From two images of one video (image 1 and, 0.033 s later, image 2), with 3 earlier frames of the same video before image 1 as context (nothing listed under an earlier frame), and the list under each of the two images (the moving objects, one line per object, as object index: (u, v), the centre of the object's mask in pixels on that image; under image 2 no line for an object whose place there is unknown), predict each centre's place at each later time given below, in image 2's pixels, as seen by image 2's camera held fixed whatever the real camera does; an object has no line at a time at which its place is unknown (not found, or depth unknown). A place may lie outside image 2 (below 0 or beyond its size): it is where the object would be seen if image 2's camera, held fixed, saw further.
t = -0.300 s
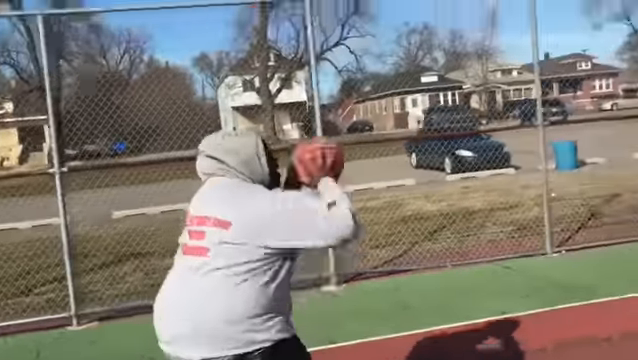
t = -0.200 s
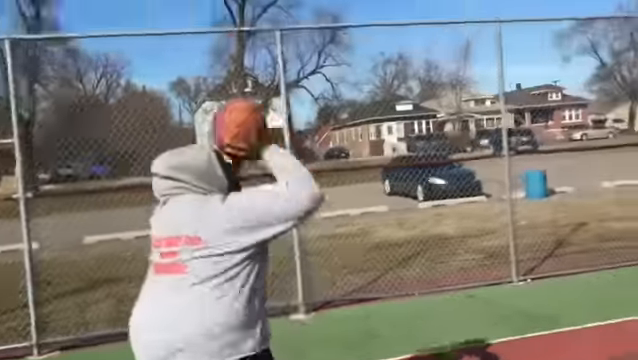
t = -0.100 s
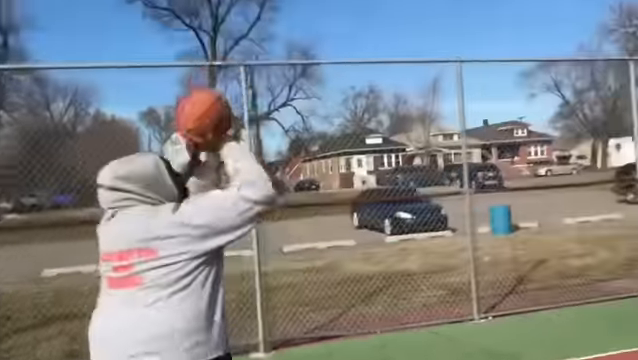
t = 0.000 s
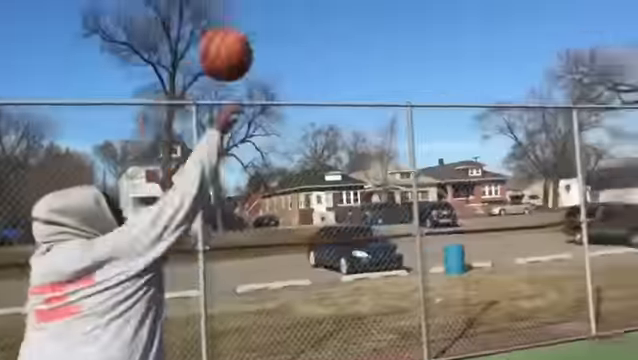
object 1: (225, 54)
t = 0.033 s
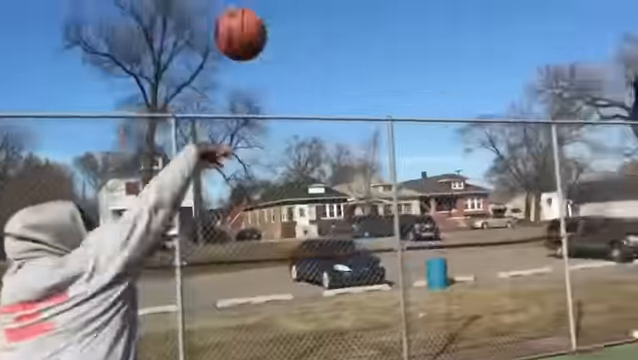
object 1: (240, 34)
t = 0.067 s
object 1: (266, 10)
